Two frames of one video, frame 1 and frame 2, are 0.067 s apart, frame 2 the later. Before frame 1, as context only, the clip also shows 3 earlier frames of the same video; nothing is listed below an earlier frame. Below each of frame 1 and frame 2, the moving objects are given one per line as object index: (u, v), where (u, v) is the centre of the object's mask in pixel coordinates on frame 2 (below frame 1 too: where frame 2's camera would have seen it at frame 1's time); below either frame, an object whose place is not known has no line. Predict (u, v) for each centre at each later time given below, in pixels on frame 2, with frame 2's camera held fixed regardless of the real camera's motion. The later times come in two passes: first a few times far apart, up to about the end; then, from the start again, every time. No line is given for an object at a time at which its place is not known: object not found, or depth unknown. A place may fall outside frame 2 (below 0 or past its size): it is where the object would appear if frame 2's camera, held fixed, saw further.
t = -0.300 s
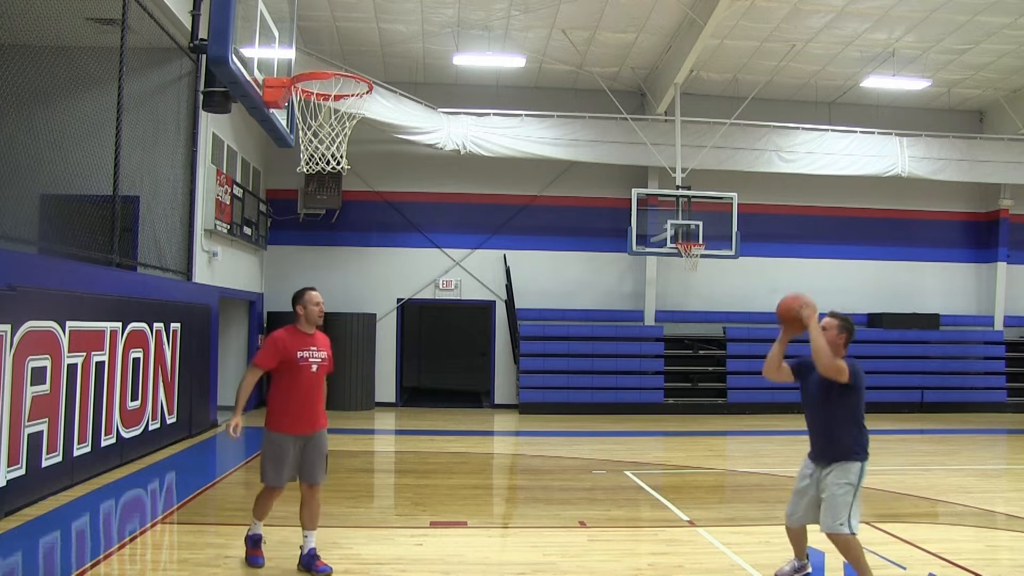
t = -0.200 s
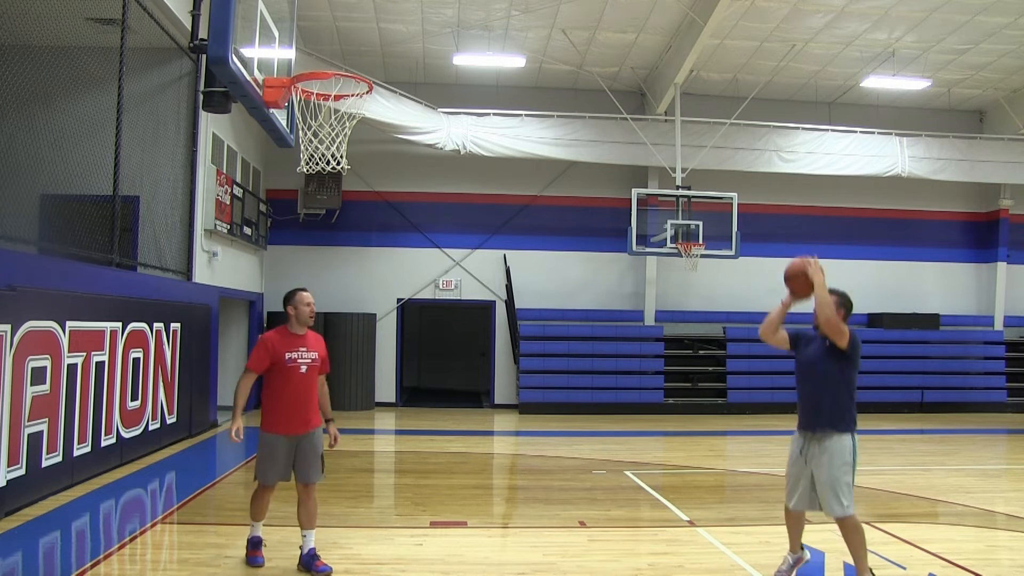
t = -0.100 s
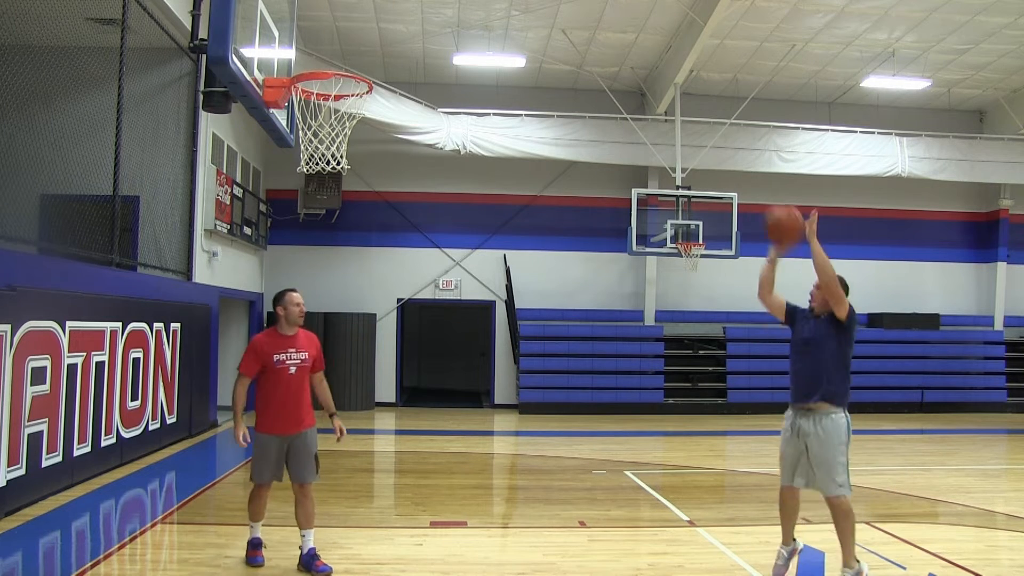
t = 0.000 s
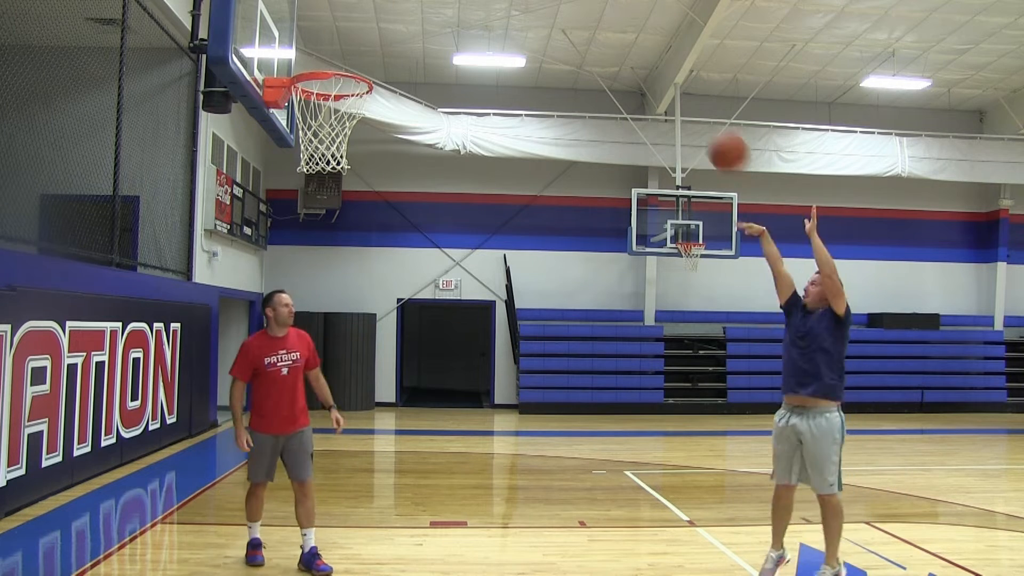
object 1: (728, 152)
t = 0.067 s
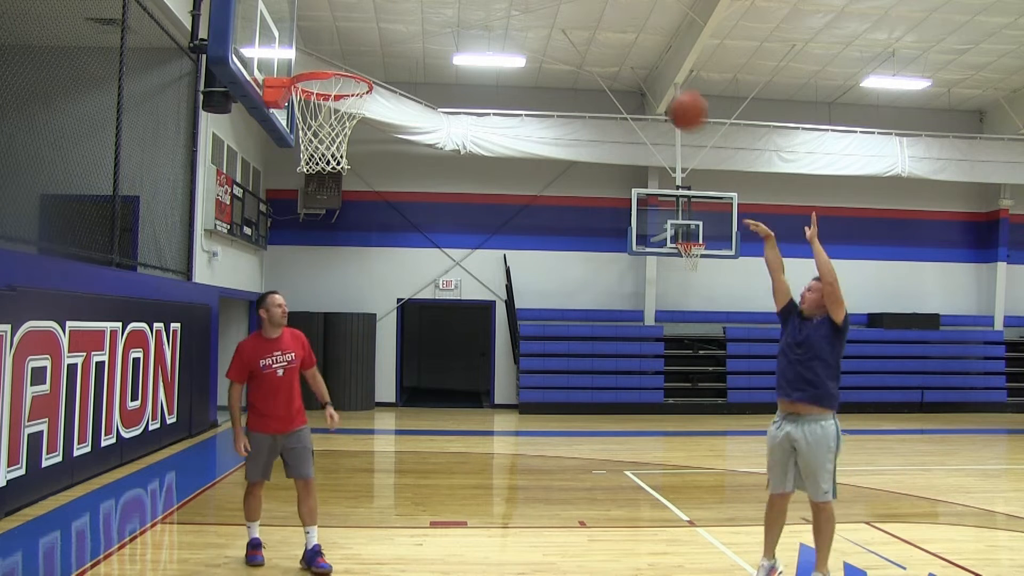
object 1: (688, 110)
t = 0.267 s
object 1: (565, 29)
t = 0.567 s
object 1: (383, 21)
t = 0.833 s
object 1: (297, 24)
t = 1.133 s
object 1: (336, 25)
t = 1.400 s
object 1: (312, 99)
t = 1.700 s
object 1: (304, 149)
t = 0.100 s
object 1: (666, 92)
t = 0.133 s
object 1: (647, 76)
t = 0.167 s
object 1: (627, 63)
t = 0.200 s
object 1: (606, 49)
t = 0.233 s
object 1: (585, 38)
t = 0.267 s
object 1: (565, 29)
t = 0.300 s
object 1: (546, 21)
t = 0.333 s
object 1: (525, 16)
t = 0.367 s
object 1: (505, 14)
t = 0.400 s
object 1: (484, 13)
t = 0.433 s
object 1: (464, 12)
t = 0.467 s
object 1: (444, 13)
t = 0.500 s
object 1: (424, 14)
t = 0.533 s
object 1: (404, 17)
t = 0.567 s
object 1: (383, 21)
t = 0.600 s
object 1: (364, 30)
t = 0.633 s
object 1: (343, 40)
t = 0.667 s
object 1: (323, 51)
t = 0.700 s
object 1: (302, 60)
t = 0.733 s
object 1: (295, 56)
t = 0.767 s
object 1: (290, 43)
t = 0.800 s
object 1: (293, 31)
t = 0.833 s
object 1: (297, 24)
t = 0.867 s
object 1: (302, 18)
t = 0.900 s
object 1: (307, 16)
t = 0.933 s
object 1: (311, 14)
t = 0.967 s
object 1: (316, 13)
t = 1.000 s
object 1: (320, 13)
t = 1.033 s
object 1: (324, 14)
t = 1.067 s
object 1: (328, 15)
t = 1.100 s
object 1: (332, 19)
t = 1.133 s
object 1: (336, 25)
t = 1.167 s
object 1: (340, 33)
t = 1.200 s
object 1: (344, 43)
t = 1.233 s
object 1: (348, 54)
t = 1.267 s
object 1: (353, 63)
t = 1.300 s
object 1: (350, 79)
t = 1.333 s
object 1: (338, 85)
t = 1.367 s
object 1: (324, 93)
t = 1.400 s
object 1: (312, 99)
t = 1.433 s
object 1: (300, 106)
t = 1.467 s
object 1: (294, 112)
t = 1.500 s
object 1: (291, 115)
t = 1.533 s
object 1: (292, 118)
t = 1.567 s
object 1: (293, 122)
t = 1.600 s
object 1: (295, 127)
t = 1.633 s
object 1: (298, 132)
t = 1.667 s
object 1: (301, 140)
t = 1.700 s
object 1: (304, 149)
